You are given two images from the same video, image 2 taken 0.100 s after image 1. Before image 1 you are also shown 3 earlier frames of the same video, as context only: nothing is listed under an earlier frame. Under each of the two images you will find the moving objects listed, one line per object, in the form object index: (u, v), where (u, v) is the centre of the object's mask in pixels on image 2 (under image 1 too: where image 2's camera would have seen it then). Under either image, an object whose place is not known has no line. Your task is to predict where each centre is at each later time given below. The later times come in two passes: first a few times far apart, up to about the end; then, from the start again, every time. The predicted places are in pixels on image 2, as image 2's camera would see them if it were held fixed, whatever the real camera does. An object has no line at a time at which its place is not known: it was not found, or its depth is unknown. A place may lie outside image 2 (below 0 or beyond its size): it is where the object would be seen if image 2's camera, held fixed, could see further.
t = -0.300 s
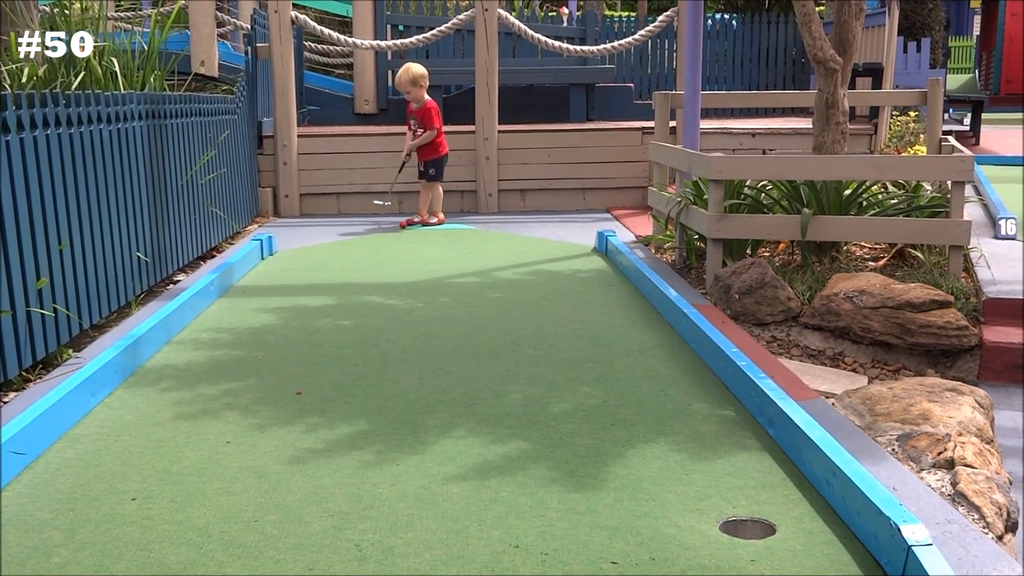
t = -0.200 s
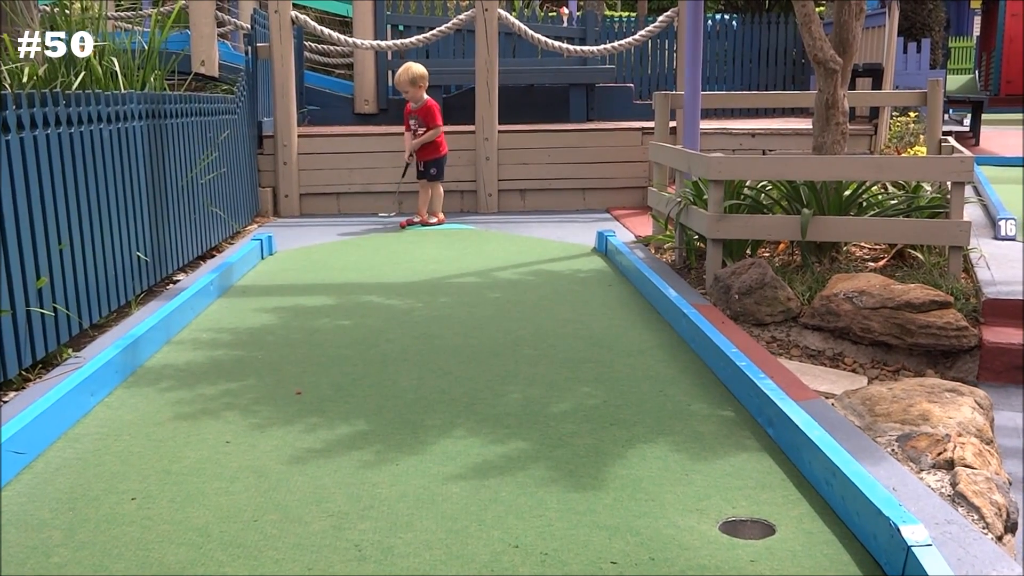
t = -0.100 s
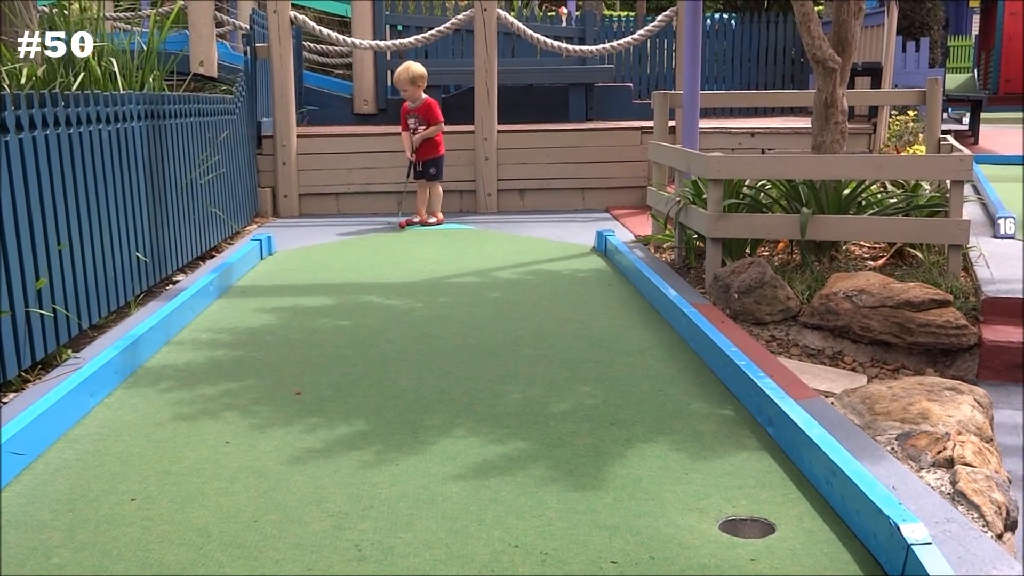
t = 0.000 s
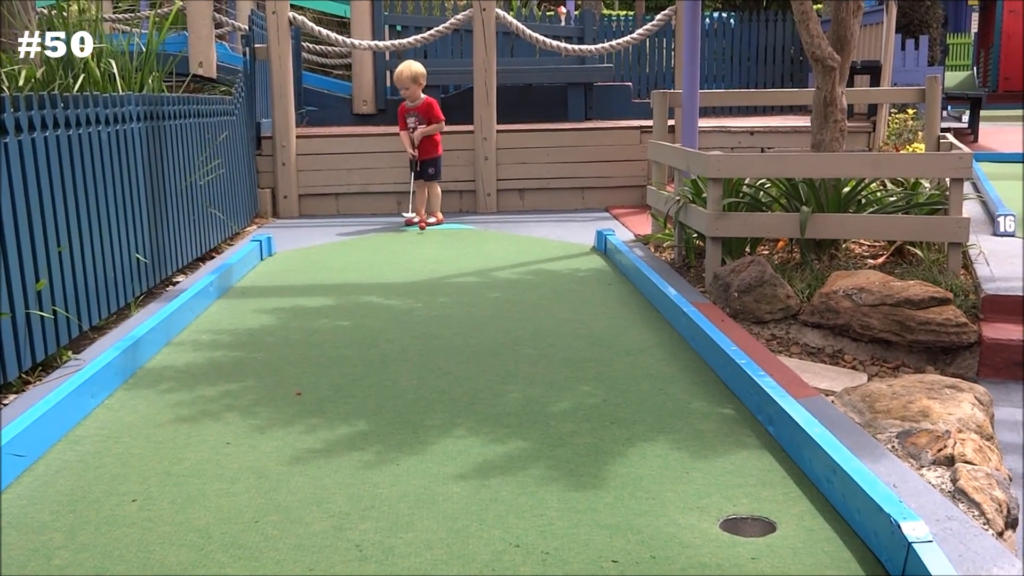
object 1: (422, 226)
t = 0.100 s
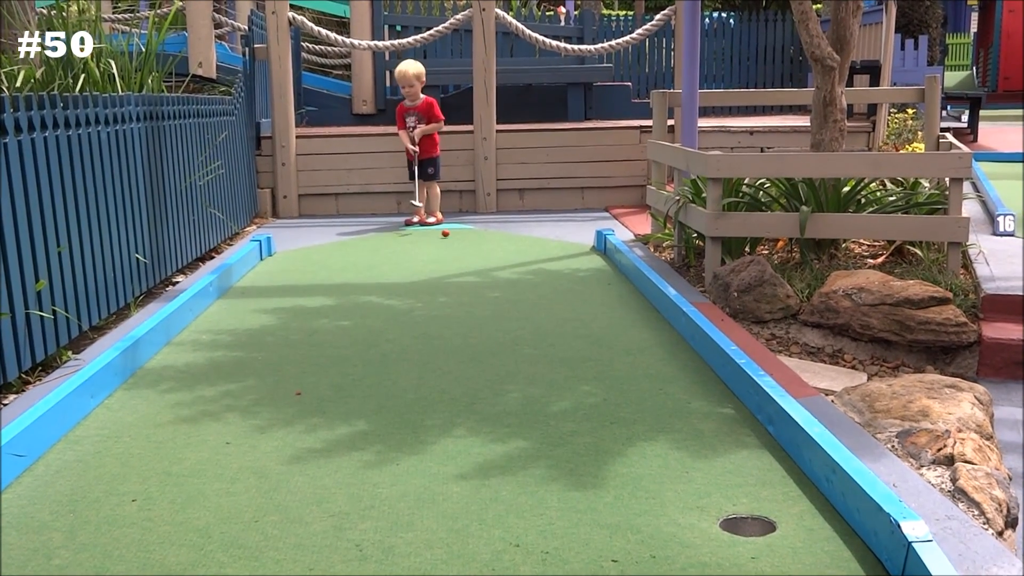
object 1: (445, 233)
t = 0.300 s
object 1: (492, 244)
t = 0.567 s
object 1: (563, 257)
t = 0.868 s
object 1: (611, 276)
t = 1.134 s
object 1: (620, 298)
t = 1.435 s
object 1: (633, 328)
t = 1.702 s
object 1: (650, 363)
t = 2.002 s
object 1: (678, 414)
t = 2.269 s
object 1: (716, 479)
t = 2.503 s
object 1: (738, 531)
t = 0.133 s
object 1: (453, 235)
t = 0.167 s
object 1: (460, 237)
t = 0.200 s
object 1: (468, 238)
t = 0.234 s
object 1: (476, 240)
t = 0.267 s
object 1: (483, 242)
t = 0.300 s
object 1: (492, 244)
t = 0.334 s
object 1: (500, 245)
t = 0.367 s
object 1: (508, 247)
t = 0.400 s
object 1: (517, 248)
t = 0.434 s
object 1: (526, 250)
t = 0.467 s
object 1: (535, 252)
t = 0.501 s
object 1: (544, 254)
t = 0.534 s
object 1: (553, 255)
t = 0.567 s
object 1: (563, 257)
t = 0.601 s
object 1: (573, 259)
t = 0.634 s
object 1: (583, 261)
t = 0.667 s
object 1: (593, 263)
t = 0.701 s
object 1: (604, 265)
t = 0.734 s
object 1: (614, 267)
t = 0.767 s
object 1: (615, 268)
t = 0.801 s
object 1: (613, 272)
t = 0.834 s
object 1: (612, 273)
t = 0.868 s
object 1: (611, 276)
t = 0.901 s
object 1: (612, 279)
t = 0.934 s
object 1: (613, 281)
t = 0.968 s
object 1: (614, 284)
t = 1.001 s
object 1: (615, 286)
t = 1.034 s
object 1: (616, 289)
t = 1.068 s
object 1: (617, 292)
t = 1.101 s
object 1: (618, 295)
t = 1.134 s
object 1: (620, 298)
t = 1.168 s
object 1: (621, 301)
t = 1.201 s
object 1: (622, 304)
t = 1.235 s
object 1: (624, 307)
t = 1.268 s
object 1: (625, 311)
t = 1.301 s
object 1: (627, 314)
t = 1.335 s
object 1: (628, 317)
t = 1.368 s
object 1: (630, 321)
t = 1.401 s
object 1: (632, 325)
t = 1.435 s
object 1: (633, 328)
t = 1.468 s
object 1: (635, 332)
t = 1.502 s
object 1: (637, 336)
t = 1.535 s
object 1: (639, 340)
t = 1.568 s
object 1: (641, 344)
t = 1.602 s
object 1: (644, 349)
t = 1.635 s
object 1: (645, 353)
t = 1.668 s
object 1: (648, 358)
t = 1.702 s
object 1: (650, 363)
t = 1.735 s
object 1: (653, 368)
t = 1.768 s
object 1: (656, 373)
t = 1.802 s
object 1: (658, 378)
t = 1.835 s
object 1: (661, 383)
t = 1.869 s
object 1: (664, 388)
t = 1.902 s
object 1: (667, 394)
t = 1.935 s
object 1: (671, 400)
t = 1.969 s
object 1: (674, 407)
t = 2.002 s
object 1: (678, 414)
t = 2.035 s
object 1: (682, 420)
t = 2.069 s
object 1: (686, 427)
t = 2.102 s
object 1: (690, 435)
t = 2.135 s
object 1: (695, 443)
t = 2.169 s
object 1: (700, 451)
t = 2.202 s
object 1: (705, 459)
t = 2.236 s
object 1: (710, 469)
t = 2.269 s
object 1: (716, 479)
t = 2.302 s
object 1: (722, 489)
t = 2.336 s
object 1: (729, 501)
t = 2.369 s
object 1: (736, 516)
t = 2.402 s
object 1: (746, 527)
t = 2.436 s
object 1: (763, 527)
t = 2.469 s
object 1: (745, 526)
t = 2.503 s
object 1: (738, 531)
